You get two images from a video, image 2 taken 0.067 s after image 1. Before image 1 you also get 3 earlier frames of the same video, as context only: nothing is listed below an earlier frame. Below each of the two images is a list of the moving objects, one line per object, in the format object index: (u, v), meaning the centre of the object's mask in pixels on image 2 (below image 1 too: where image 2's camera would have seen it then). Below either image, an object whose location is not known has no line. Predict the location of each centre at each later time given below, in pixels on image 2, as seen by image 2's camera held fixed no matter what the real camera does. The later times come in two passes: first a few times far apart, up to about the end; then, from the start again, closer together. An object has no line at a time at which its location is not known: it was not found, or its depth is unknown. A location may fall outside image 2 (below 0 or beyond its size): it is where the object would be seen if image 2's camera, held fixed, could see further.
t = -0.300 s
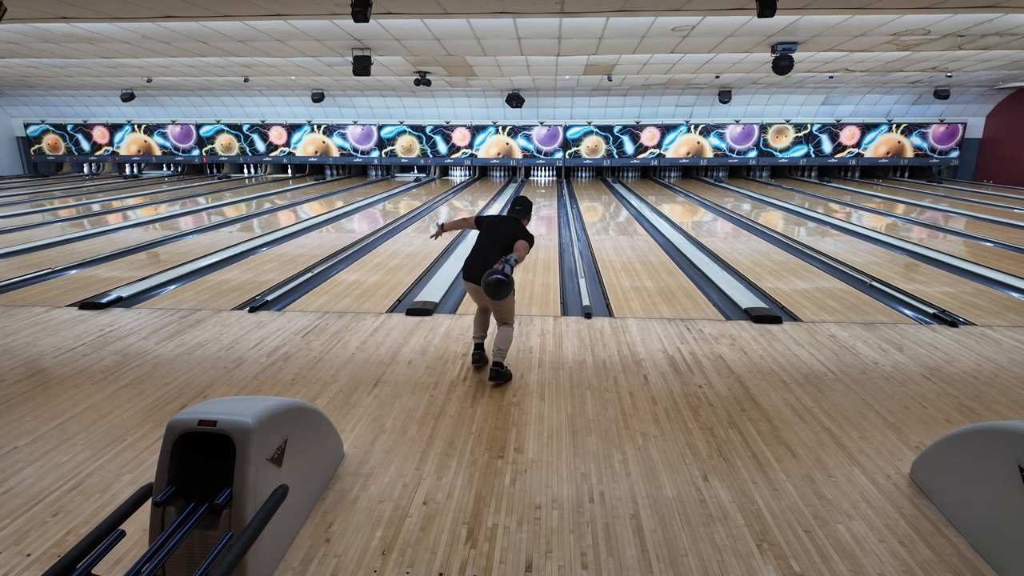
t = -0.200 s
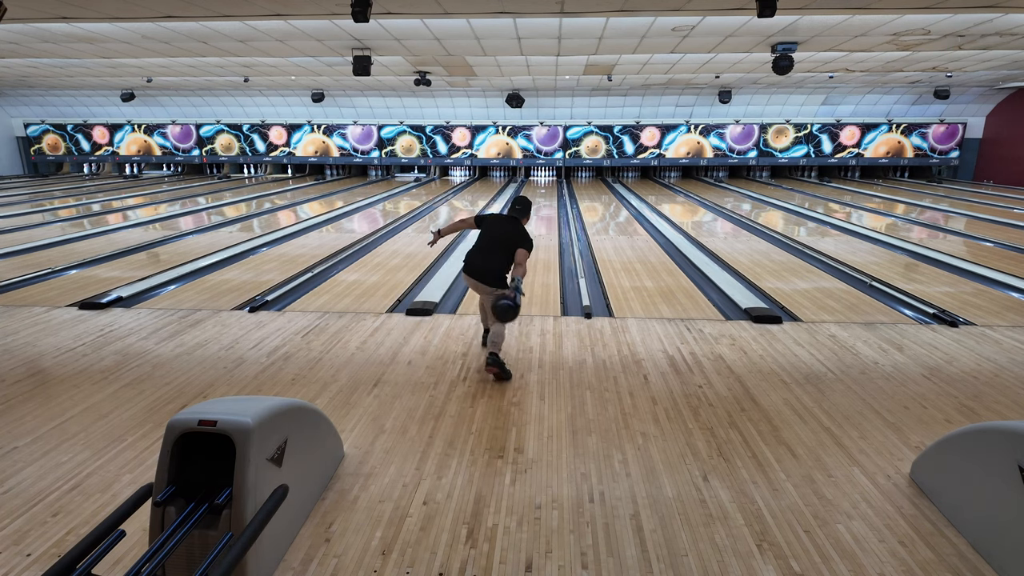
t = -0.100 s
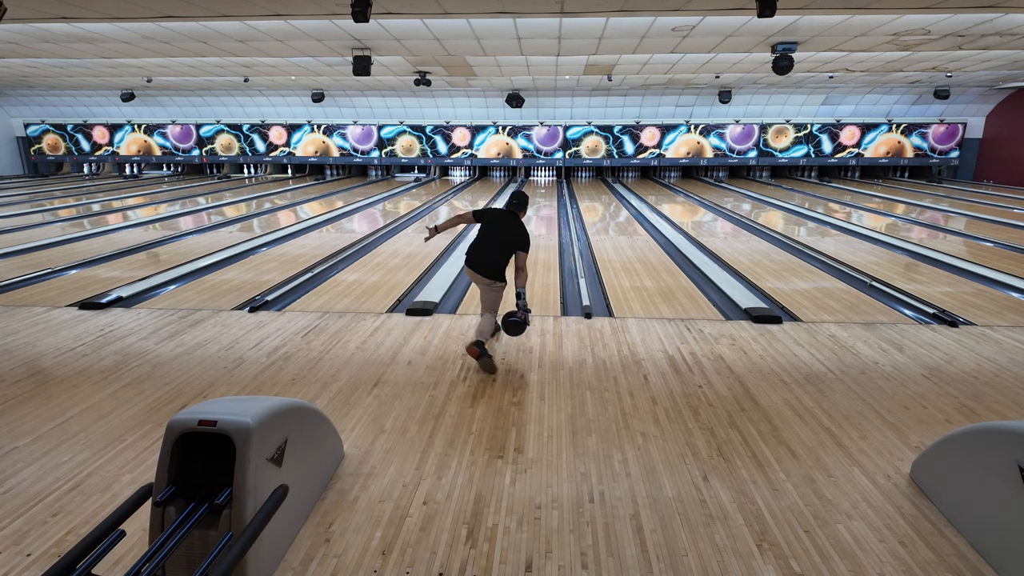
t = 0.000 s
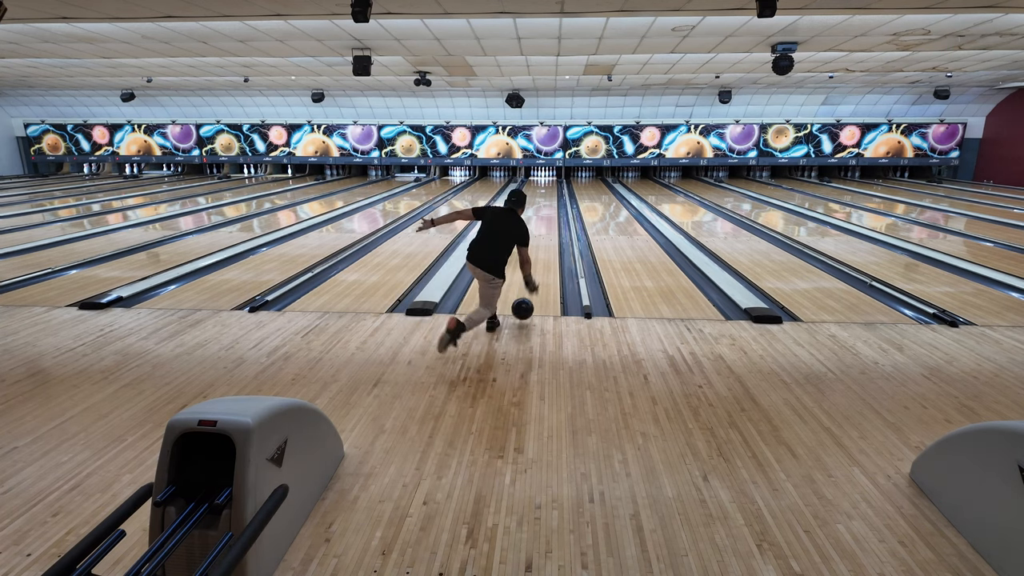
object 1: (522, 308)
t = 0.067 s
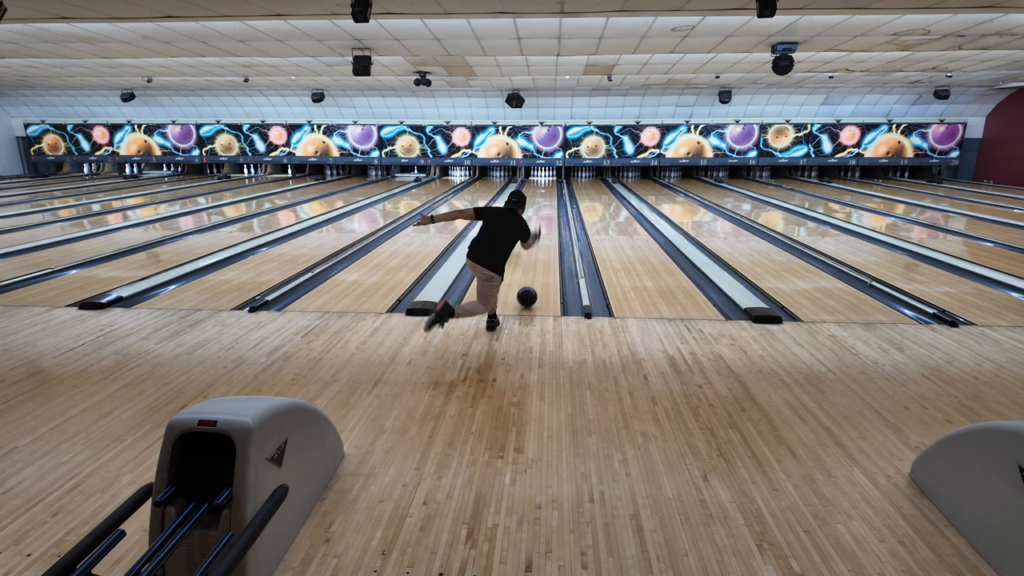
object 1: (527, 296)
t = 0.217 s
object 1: (534, 270)
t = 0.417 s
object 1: (541, 245)
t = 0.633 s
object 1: (546, 228)
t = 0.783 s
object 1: (551, 218)
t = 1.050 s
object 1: (551, 205)
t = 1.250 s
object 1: (552, 198)
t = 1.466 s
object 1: (552, 192)
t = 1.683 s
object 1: (551, 187)
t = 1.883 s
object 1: (549, 183)
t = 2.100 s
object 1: (547, 180)
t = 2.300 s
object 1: (545, 177)
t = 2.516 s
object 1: (544, 175)
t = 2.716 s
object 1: (544, 174)
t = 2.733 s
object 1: (544, 173)
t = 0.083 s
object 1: (528, 293)
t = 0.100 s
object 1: (528, 290)
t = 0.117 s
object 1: (530, 287)
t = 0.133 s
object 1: (530, 284)
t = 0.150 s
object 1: (531, 281)
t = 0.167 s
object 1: (532, 278)
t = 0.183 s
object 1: (533, 275)
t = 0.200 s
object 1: (533, 273)
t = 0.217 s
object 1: (534, 270)
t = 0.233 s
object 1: (535, 268)
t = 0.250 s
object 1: (536, 265)
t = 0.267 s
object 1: (536, 263)
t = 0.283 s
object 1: (537, 261)
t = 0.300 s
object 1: (537, 259)
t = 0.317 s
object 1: (538, 257)
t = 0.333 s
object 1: (538, 255)
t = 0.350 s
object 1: (539, 253)
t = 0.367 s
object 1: (540, 251)
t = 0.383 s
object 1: (540, 249)
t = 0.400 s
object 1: (541, 247)
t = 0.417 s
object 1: (541, 245)
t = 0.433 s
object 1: (541, 244)
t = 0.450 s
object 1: (542, 242)
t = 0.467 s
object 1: (542, 241)
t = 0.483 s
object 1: (543, 239)
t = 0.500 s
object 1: (543, 238)
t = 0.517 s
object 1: (543, 236)
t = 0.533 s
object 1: (544, 235)
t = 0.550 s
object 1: (544, 233)
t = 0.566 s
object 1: (544, 232)
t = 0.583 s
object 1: (545, 231)
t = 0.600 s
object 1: (545, 230)
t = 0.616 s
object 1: (546, 229)
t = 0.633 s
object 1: (546, 228)
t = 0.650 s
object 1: (546, 227)
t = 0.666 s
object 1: (547, 226)
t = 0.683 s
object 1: (547, 225)
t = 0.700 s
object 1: (548, 225)
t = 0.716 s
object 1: (549, 224)
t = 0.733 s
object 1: (549, 223)
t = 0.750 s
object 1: (550, 221)
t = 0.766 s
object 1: (551, 220)
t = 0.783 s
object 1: (551, 218)
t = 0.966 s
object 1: (551, 208)
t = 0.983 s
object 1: (551, 207)
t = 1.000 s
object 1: (551, 207)
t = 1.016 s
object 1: (551, 206)
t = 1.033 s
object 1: (551, 206)
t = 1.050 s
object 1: (551, 205)
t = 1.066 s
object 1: (551, 204)
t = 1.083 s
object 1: (551, 204)
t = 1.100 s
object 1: (551, 203)
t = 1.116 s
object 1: (551, 203)
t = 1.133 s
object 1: (551, 202)
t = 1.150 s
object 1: (551, 201)
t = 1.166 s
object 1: (551, 200)
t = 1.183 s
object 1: (551, 200)
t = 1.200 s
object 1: (552, 199)
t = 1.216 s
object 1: (552, 199)
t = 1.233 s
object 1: (552, 198)
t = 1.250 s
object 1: (552, 198)
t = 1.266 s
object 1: (552, 197)
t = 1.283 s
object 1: (552, 197)
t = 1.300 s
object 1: (552, 196)
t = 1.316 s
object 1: (552, 196)
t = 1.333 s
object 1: (552, 195)
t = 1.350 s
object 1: (552, 195)
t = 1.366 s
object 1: (552, 194)
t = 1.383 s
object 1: (552, 194)
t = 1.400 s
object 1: (552, 193)
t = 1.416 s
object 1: (552, 193)
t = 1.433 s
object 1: (552, 192)
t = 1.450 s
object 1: (552, 192)
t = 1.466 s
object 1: (552, 192)
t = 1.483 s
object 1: (551, 192)
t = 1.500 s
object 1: (552, 191)
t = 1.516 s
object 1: (551, 191)
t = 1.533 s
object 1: (551, 190)
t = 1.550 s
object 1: (551, 190)
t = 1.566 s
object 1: (551, 189)
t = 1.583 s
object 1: (551, 189)
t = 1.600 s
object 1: (551, 188)
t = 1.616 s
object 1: (551, 188)
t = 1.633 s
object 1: (551, 188)
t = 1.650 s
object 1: (551, 187)
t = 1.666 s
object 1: (551, 187)
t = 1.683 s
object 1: (551, 187)
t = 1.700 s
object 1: (550, 186)
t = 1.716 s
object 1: (550, 186)
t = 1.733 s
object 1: (550, 186)
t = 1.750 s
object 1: (550, 185)
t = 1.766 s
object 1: (550, 184)
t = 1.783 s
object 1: (550, 184)
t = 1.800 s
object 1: (550, 184)
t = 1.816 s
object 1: (550, 184)
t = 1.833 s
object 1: (550, 184)
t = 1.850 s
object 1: (549, 183)
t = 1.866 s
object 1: (549, 183)
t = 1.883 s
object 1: (549, 183)
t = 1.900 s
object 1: (549, 182)
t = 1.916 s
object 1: (549, 182)
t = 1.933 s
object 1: (549, 182)
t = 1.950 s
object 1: (548, 182)
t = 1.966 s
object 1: (548, 182)
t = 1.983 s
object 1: (548, 181)
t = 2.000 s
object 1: (548, 181)
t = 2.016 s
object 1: (547, 181)
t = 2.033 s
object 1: (547, 181)
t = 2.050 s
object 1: (547, 180)
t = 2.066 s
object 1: (547, 180)
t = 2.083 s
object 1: (547, 180)
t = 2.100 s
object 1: (547, 180)
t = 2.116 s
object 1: (547, 180)
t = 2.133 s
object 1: (547, 179)
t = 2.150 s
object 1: (547, 179)
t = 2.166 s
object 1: (546, 179)
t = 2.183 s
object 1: (546, 179)
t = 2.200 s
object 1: (546, 178)
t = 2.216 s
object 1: (546, 178)
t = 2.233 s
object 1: (546, 178)
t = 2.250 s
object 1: (546, 178)
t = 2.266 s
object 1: (546, 178)
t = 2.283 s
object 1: (546, 177)
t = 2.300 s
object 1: (545, 177)
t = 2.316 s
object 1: (546, 177)
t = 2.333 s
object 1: (545, 177)
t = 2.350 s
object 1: (545, 176)
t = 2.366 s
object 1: (545, 176)
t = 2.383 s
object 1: (545, 176)
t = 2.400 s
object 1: (545, 176)
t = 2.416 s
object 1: (544, 176)
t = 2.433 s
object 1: (544, 176)
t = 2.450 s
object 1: (544, 176)
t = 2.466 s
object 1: (544, 175)
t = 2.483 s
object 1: (544, 175)
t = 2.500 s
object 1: (544, 175)
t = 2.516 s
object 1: (544, 175)
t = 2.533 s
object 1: (544, 174)
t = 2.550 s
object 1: (544, 174)
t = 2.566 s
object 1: (544, 174)
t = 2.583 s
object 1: (544, 174)
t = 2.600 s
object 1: (544, 174)
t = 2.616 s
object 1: (544, 174)
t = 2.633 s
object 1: (544, 174)
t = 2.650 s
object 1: (544, 174)
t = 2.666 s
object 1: (544, 174)
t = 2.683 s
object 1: (544, 174)
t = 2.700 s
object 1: (544, 174)
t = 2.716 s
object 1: (544, 174)
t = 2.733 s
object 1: (544, 173)
